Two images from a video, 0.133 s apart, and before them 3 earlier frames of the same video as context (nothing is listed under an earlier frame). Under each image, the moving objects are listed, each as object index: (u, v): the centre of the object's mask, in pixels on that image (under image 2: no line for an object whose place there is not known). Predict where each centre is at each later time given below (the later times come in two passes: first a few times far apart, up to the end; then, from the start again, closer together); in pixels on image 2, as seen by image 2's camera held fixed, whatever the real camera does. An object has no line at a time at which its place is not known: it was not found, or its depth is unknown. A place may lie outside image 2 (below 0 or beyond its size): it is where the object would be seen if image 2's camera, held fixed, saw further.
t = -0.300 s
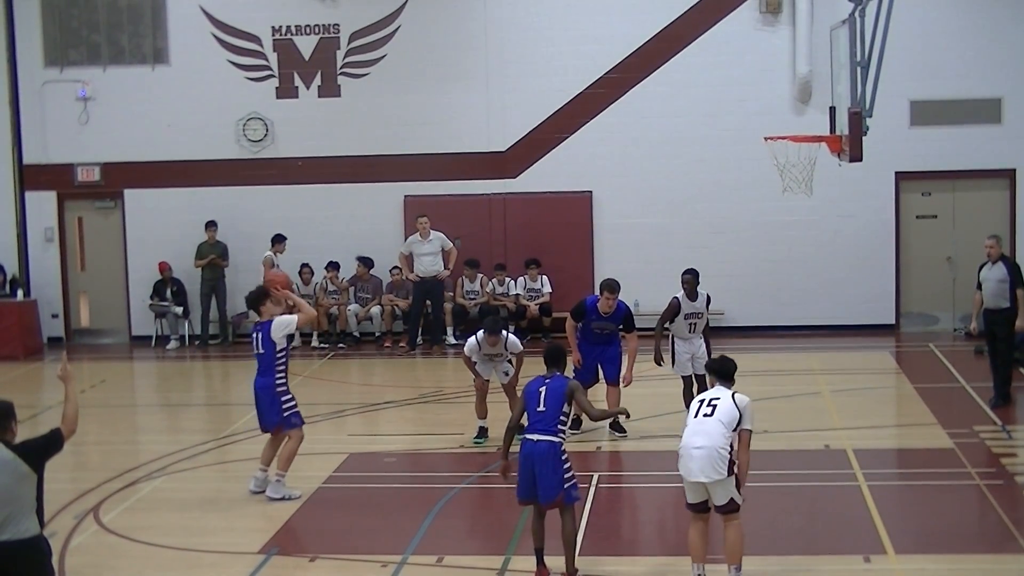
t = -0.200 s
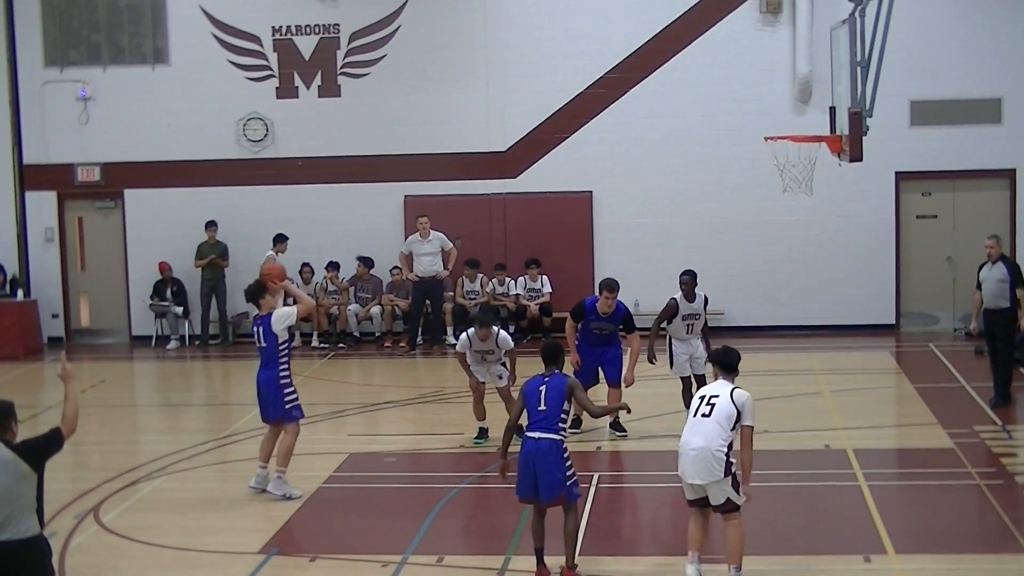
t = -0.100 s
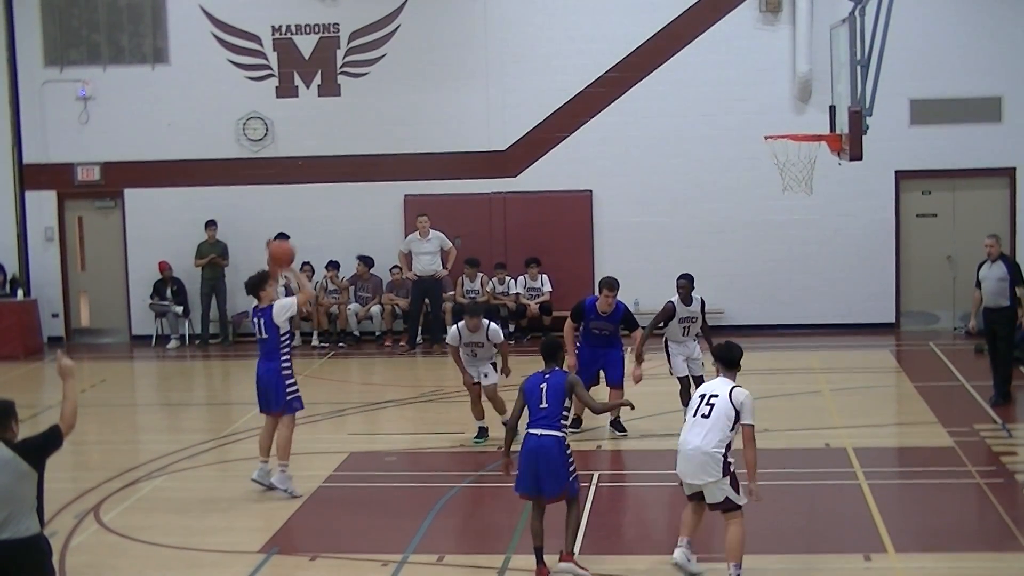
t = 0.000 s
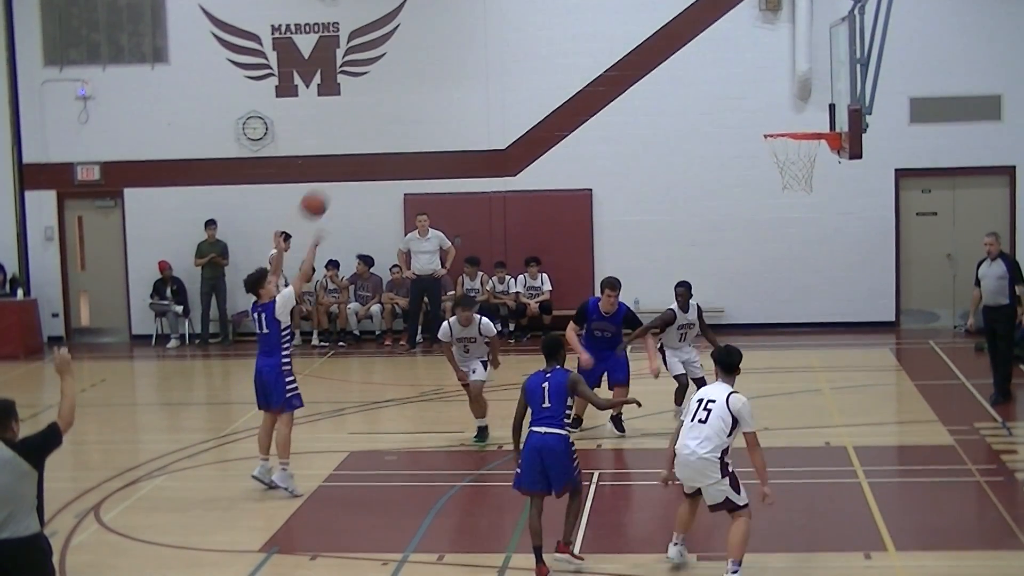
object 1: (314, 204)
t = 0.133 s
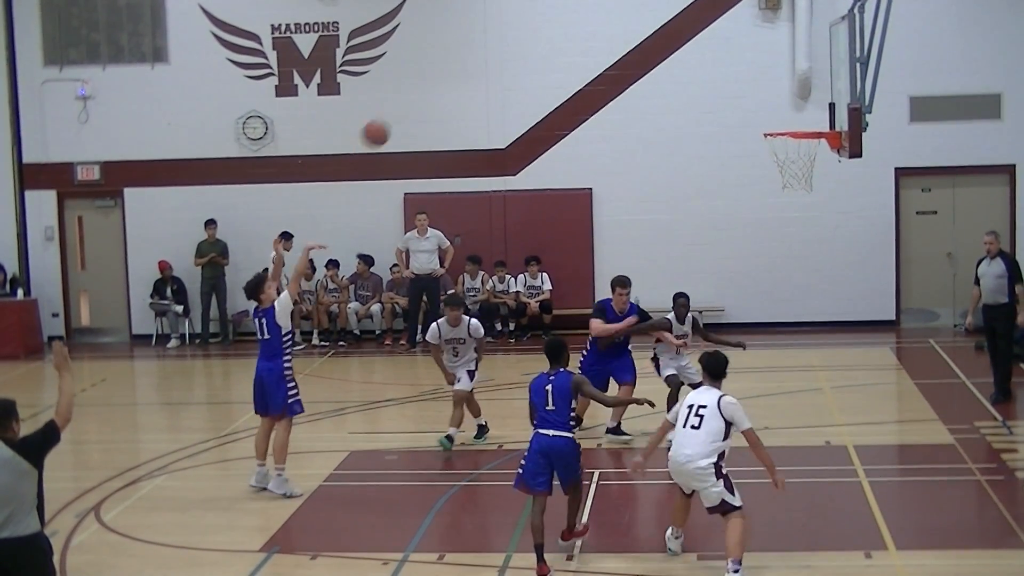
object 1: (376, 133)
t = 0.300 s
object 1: (455, 72)
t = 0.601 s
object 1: (602, 39)
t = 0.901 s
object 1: (752, 111)
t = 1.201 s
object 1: (813, 95)
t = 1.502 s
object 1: (796, 138)
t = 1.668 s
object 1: (779, 191)
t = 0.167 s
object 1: (391, 118)
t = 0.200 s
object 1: (407, 105)
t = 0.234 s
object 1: (423, 93)
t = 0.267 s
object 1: (439, 81)
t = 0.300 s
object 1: (455, 72)
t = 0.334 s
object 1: (471, 63)
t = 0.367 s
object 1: (487, 56)
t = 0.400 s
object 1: (503, 50)
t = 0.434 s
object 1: (519, 45)
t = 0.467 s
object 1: (536, 41)
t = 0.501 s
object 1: (552, 38)
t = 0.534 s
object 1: (569, 37)
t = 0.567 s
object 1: (585, 37)
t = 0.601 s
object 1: (602, 39)
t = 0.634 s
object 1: (619, 41)
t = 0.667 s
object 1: (635, 44)
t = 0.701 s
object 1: (654, 47)
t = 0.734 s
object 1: (667, 56)
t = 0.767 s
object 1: (685, 66)
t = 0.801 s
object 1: (702, 75)
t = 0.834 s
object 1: (718, 85)
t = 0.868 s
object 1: (735, 98)
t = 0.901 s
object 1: (752, 111)
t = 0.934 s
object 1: (765, 120)
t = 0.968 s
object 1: (771, 112)
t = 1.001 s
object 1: (777, 106)
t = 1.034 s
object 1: (783, 101)
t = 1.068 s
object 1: (789, 97)
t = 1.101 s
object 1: (795, 94)
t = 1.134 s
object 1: (801, 93)
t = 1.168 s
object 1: (807, 93)
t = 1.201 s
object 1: (813, 95)
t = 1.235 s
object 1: (819, 97)
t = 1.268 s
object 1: (825, 101)
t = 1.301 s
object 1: (824, 103)
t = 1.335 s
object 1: (820, 106)
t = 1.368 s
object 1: (815, 110)
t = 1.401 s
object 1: (811, 115)
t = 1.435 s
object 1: (806, 120)
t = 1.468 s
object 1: (801, 124)
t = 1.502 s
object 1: (796, 138)
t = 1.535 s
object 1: (792, 148)
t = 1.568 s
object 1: (788, 159)
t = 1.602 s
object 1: (784, 171)
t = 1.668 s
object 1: (779, 191)
